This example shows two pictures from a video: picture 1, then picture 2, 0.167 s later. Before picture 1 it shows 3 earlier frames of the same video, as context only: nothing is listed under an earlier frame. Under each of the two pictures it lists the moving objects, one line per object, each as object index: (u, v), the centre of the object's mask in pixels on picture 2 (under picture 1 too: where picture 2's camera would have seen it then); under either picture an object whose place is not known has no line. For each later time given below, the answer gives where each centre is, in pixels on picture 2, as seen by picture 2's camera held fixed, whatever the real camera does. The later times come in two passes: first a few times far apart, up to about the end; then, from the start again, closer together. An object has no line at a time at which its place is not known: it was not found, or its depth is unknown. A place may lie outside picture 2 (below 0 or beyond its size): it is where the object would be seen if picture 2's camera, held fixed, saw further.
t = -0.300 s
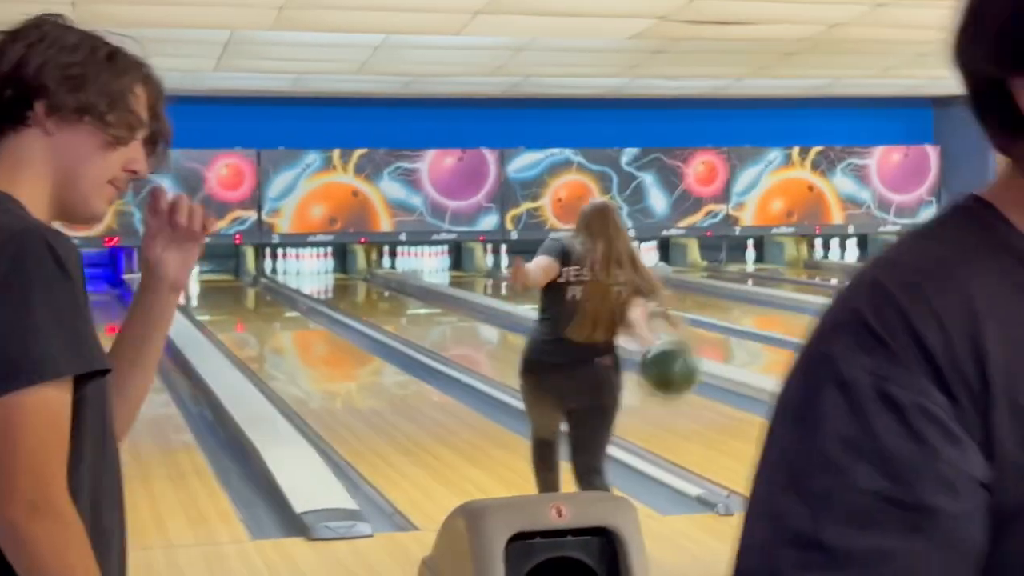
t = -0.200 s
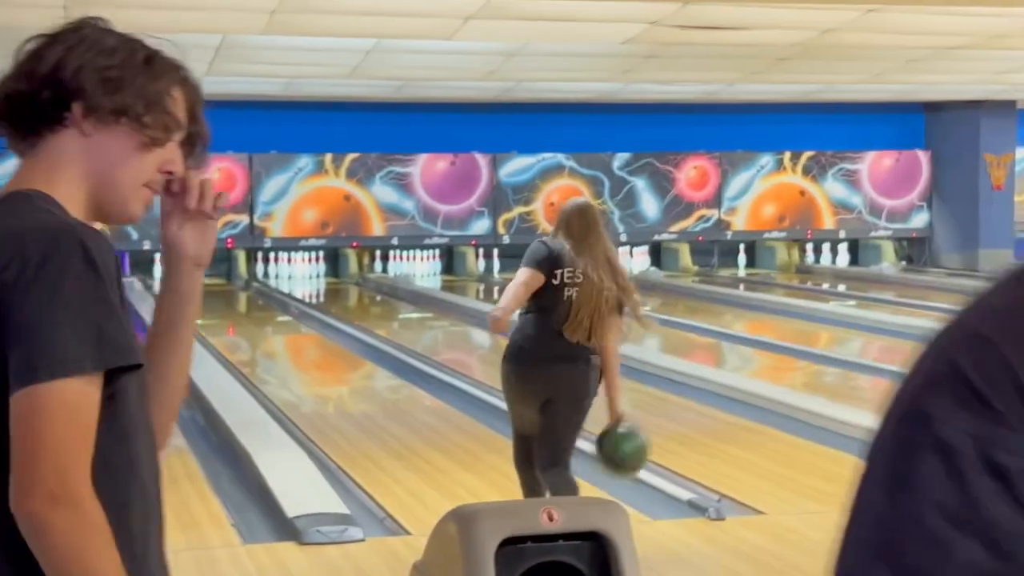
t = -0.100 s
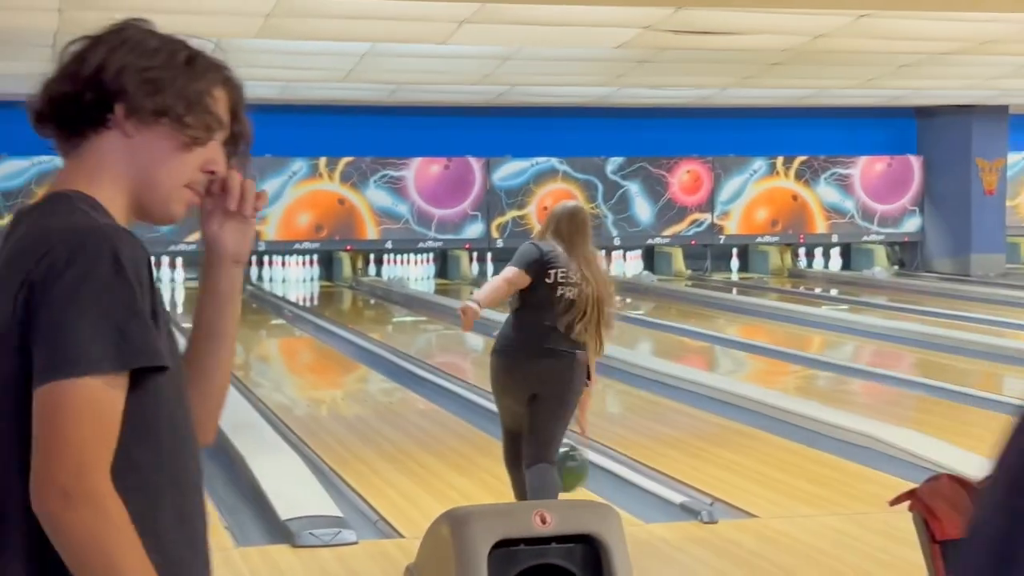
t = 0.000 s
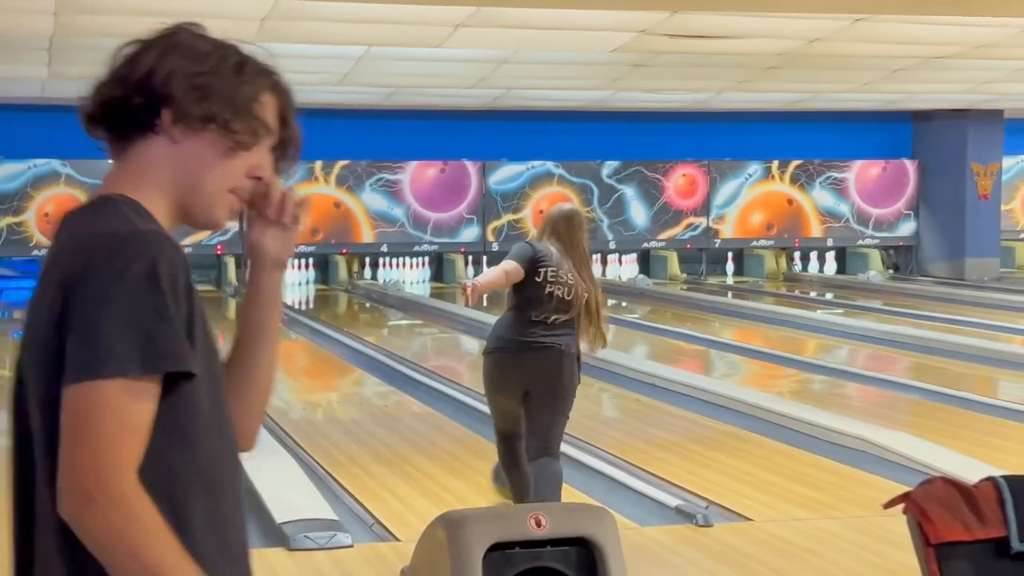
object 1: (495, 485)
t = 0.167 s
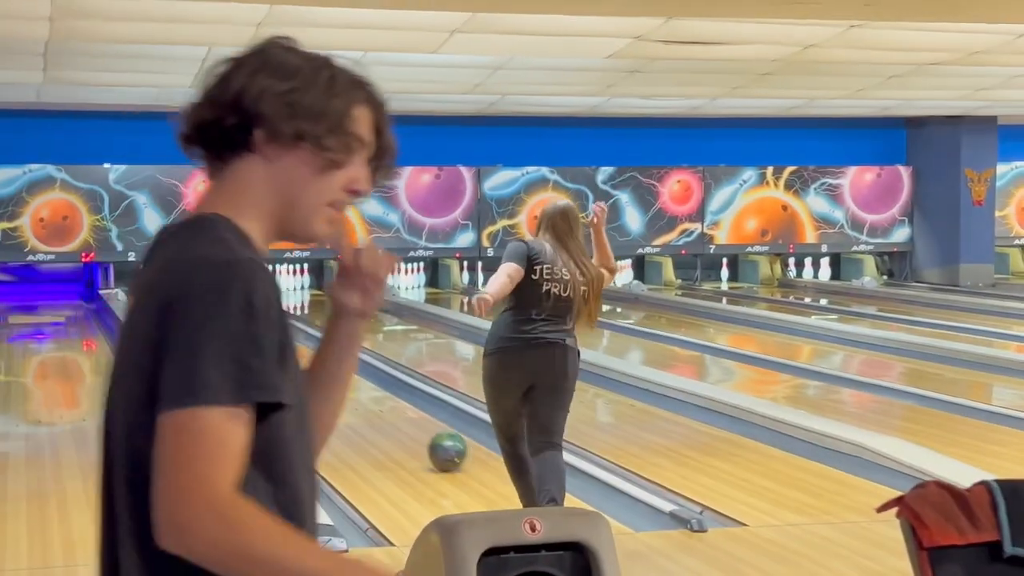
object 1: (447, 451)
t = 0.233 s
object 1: (427, 439)
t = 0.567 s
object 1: (348, 391)
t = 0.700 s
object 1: (325, 377)
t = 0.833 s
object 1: (303, 365)
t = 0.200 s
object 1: (437, 446)
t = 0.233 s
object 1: (427, 439)
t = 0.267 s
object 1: (418, 433)
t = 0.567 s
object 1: (348, 391)
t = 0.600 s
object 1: (343, 387)
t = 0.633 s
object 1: (337, 384)
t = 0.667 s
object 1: (331, 381)
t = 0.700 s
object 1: (325, 377)
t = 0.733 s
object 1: (320, 375)
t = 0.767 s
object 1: (314, 371)
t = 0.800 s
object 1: (308, 368)
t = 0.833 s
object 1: (303, 365)
